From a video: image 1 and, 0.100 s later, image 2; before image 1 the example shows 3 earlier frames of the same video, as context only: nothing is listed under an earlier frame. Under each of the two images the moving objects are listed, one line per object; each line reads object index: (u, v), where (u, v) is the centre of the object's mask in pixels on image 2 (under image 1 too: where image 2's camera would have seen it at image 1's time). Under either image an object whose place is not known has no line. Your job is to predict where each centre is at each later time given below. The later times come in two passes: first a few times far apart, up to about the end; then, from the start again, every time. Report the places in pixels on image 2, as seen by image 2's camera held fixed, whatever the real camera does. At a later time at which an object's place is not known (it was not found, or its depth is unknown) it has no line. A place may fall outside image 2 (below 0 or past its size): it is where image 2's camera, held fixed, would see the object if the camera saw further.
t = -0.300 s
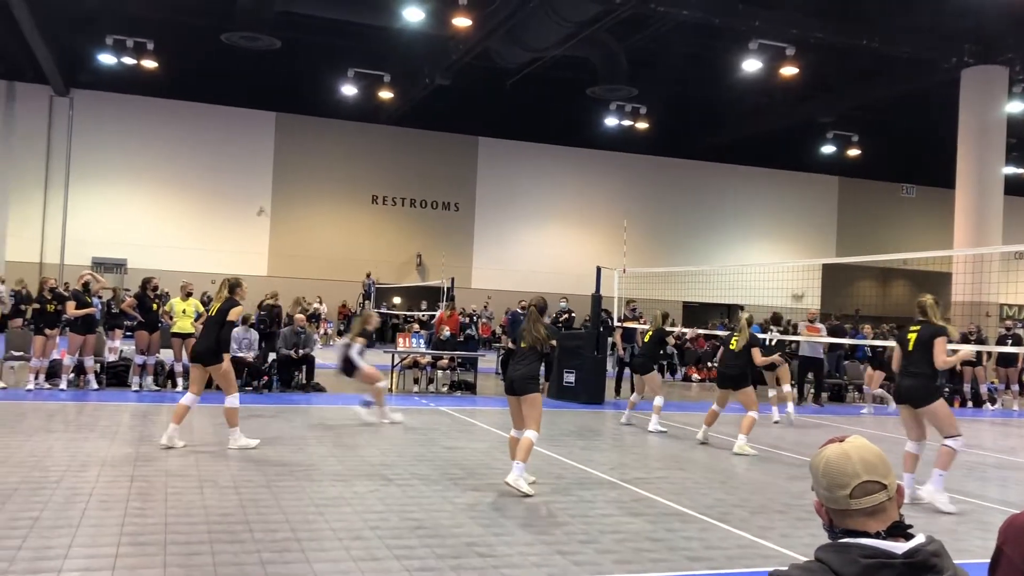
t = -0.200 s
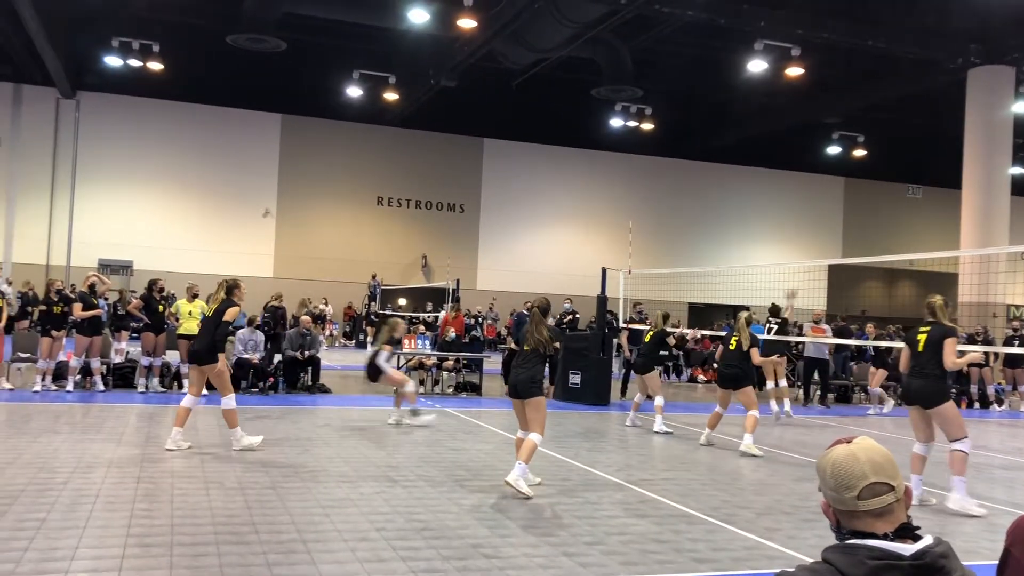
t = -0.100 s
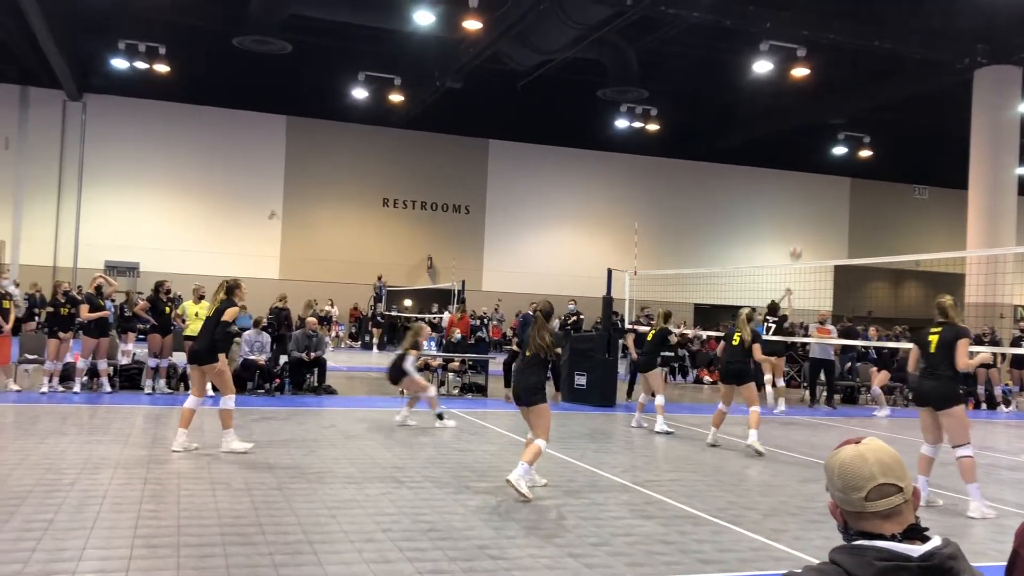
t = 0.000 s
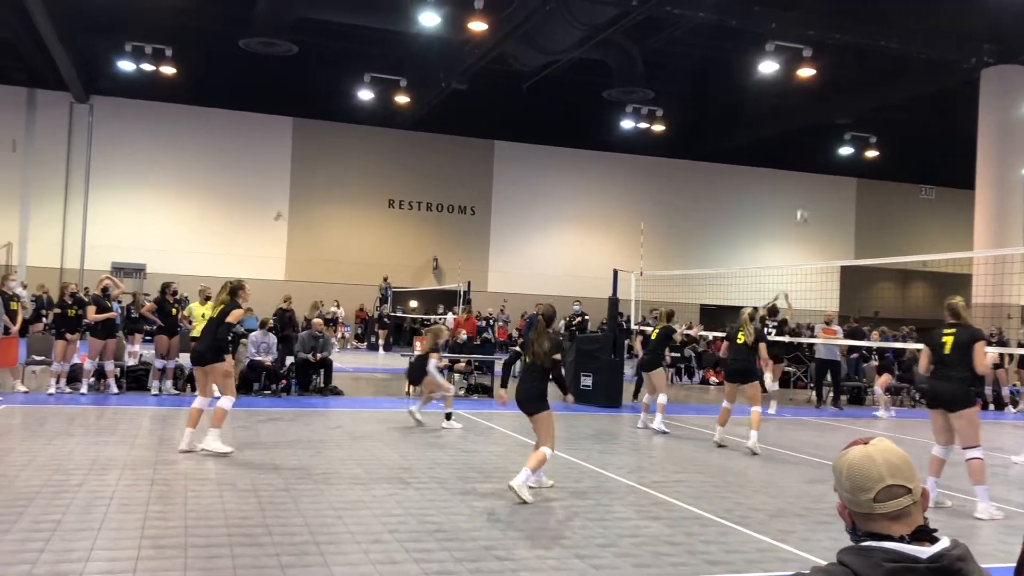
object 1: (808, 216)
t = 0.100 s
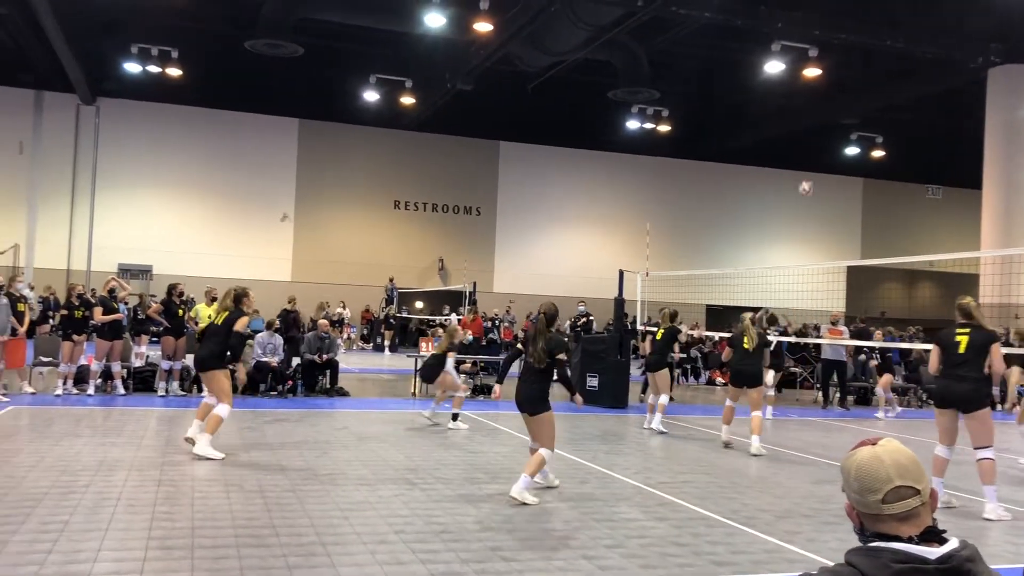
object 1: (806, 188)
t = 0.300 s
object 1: (803, 149)
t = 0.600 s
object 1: (795, 135)
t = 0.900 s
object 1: (786, 176)
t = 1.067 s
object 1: (780, 225)
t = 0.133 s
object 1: (805, 179)
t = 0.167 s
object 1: (804, 172)
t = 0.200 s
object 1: (804, 165)
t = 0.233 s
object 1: (804, 160)
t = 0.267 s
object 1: (803, 154)
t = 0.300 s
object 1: (803, 149)
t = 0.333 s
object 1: (802, 145)
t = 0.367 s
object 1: (801, 141)
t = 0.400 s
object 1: (801, 138)
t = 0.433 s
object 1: (800, 136)
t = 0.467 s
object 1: (799, 135)
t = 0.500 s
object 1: (798, 133)
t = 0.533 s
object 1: (797, 133)
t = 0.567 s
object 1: (797, 134)
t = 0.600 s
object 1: (795, 135)
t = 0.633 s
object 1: (795, 137)
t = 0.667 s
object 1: (794, 139)
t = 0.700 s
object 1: (793, 143)
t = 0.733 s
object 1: (791, 147)
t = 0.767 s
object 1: (791, 152)
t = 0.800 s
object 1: (789, 157)
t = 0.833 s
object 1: (788, 163)
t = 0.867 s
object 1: (787, 169)
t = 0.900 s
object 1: (786, 176)
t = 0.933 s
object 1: (785, 185)
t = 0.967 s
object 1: (784, 194)
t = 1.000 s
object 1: (783, 203)
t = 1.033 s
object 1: (782, 214)
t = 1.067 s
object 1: (780, 225)
